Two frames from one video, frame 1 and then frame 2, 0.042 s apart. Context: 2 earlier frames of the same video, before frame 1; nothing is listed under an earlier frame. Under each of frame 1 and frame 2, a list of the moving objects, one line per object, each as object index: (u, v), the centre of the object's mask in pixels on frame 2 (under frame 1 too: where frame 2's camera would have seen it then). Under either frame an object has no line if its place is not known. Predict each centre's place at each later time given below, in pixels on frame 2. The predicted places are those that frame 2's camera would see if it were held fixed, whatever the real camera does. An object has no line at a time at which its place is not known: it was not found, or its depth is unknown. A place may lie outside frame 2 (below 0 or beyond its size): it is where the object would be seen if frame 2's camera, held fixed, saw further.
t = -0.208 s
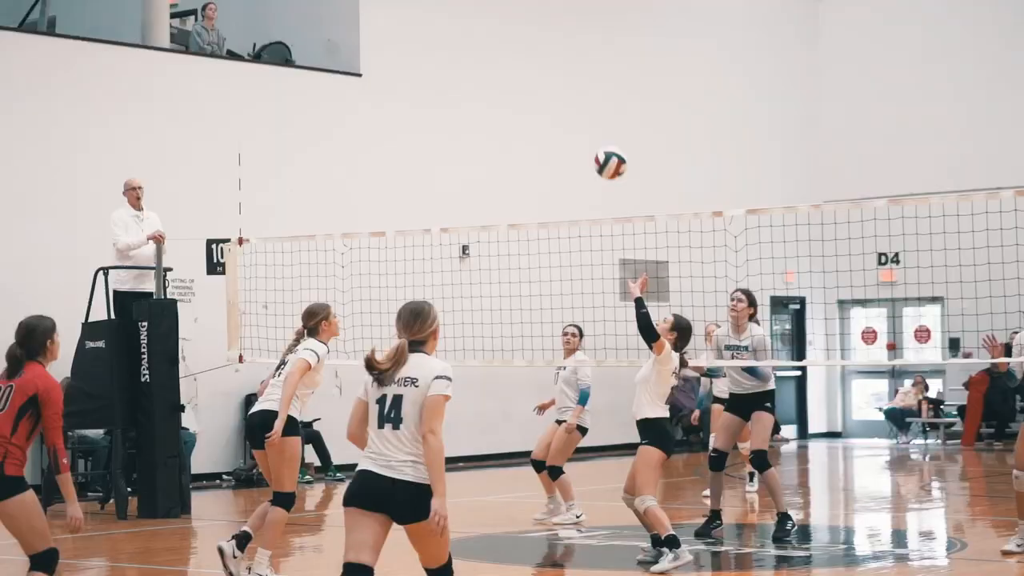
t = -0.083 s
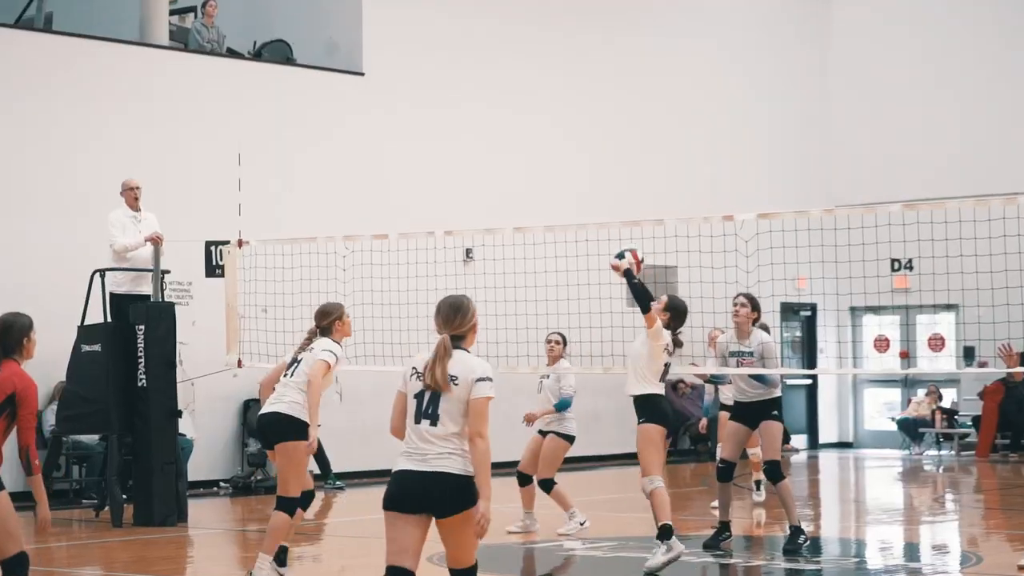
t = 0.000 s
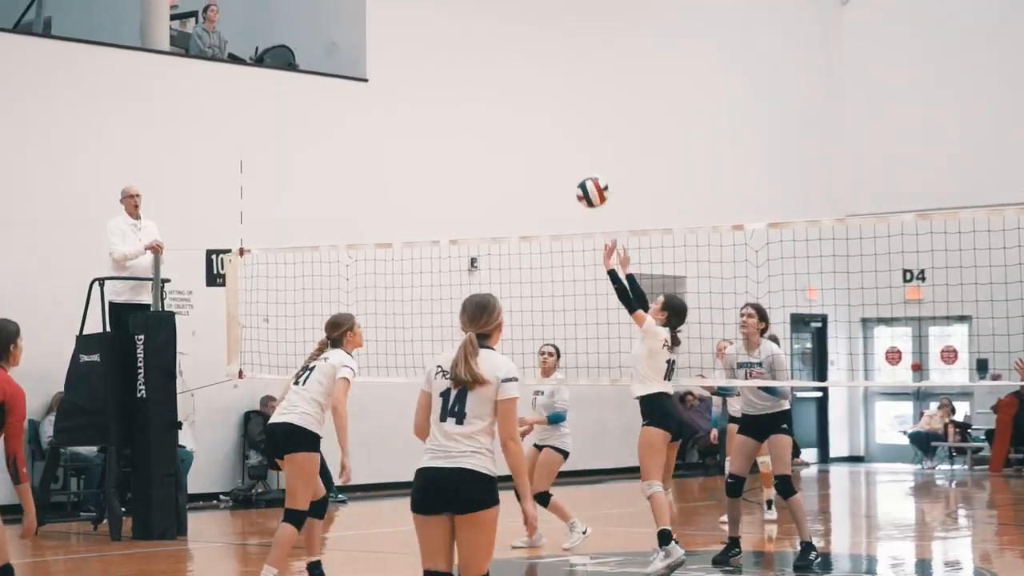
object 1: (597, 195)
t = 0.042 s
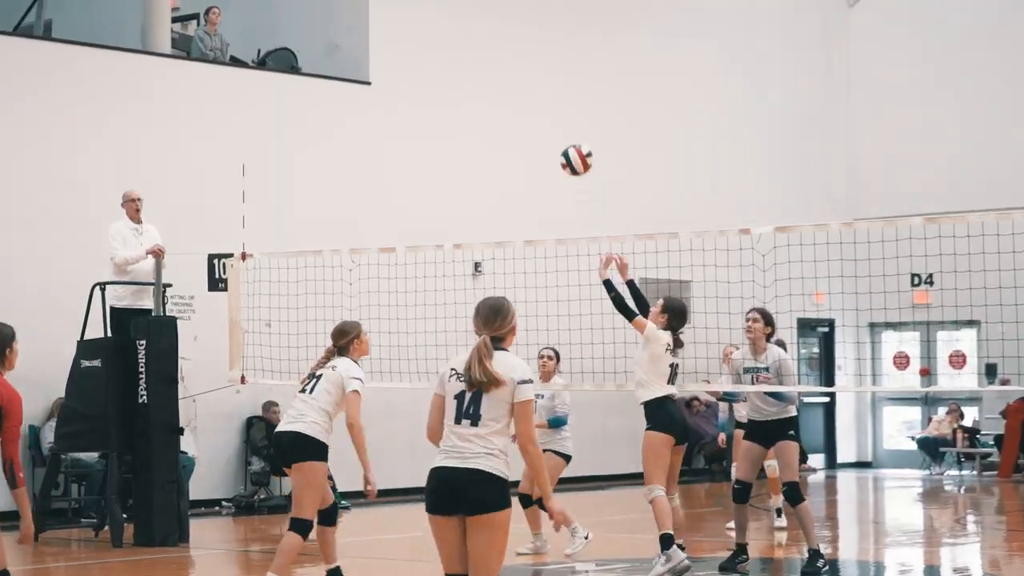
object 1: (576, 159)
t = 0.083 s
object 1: (556, 127)
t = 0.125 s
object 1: (536, 99)
